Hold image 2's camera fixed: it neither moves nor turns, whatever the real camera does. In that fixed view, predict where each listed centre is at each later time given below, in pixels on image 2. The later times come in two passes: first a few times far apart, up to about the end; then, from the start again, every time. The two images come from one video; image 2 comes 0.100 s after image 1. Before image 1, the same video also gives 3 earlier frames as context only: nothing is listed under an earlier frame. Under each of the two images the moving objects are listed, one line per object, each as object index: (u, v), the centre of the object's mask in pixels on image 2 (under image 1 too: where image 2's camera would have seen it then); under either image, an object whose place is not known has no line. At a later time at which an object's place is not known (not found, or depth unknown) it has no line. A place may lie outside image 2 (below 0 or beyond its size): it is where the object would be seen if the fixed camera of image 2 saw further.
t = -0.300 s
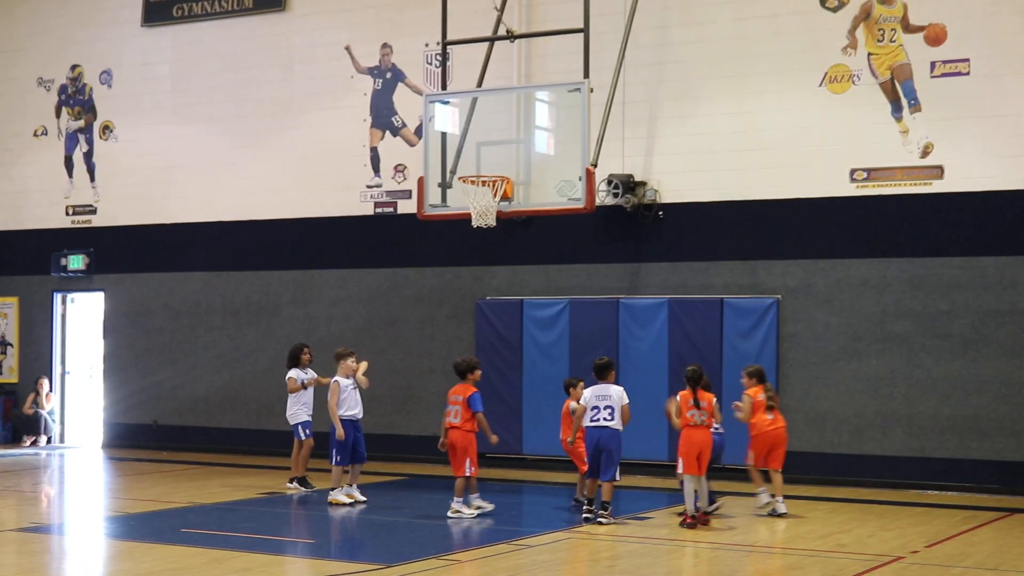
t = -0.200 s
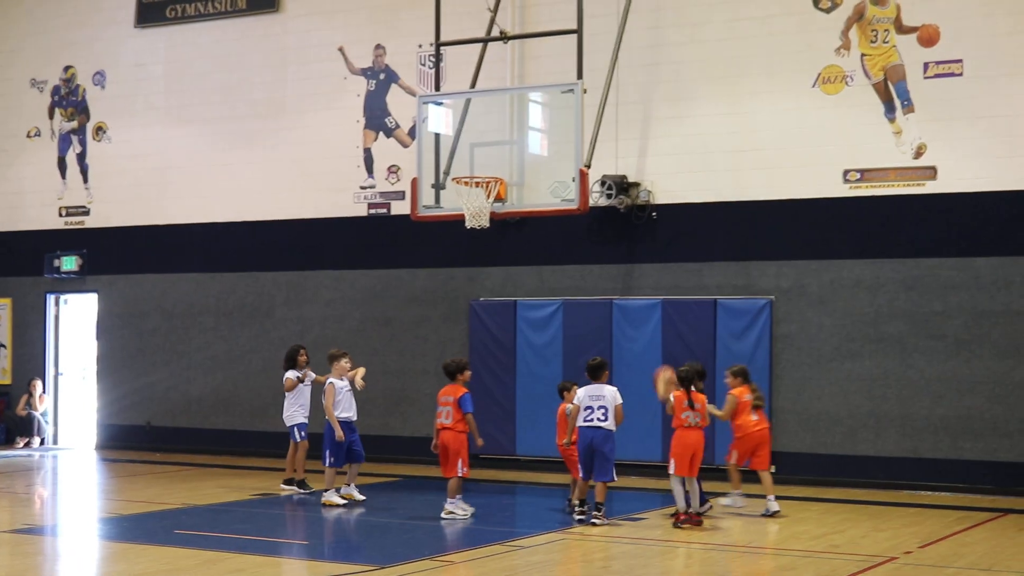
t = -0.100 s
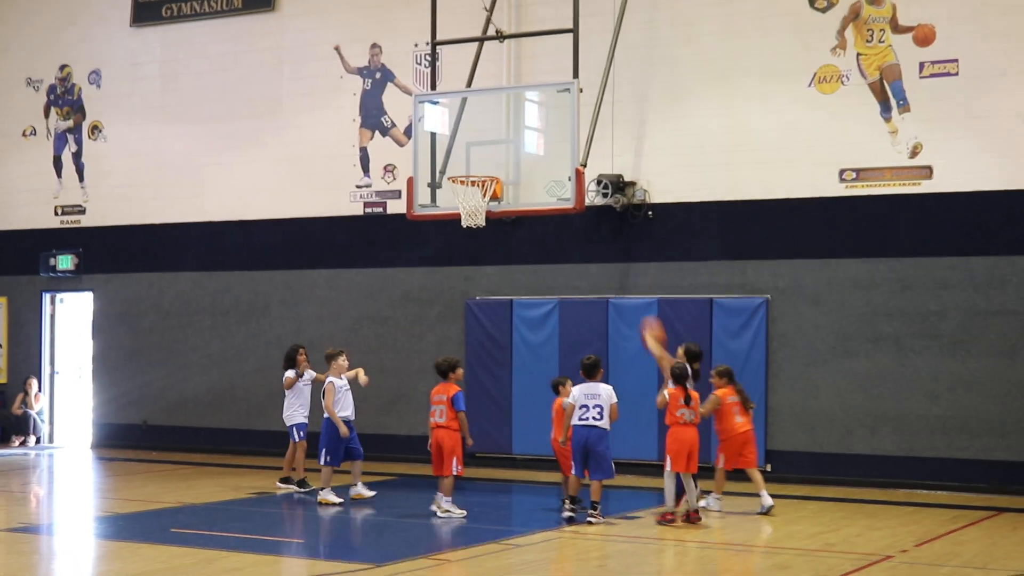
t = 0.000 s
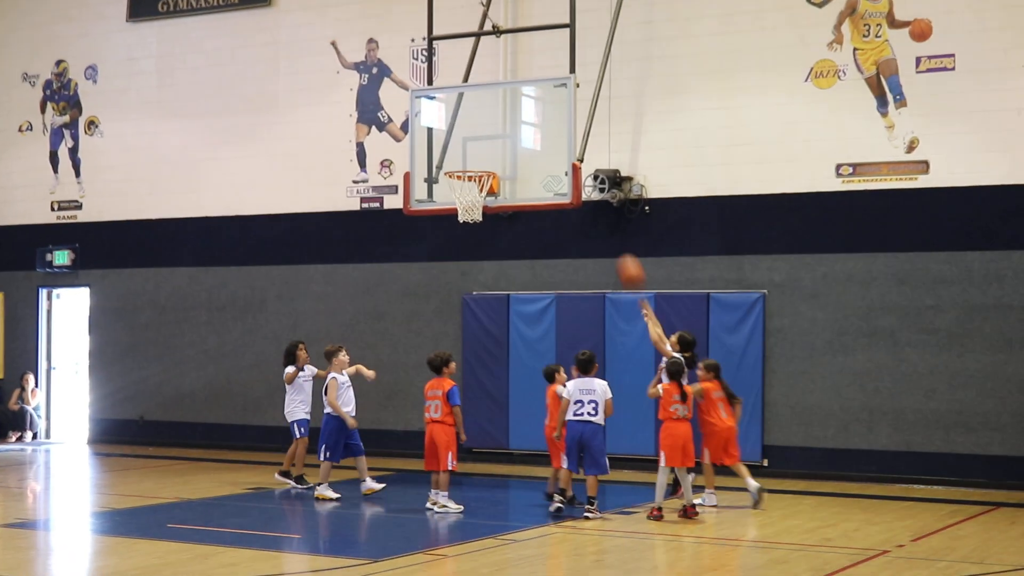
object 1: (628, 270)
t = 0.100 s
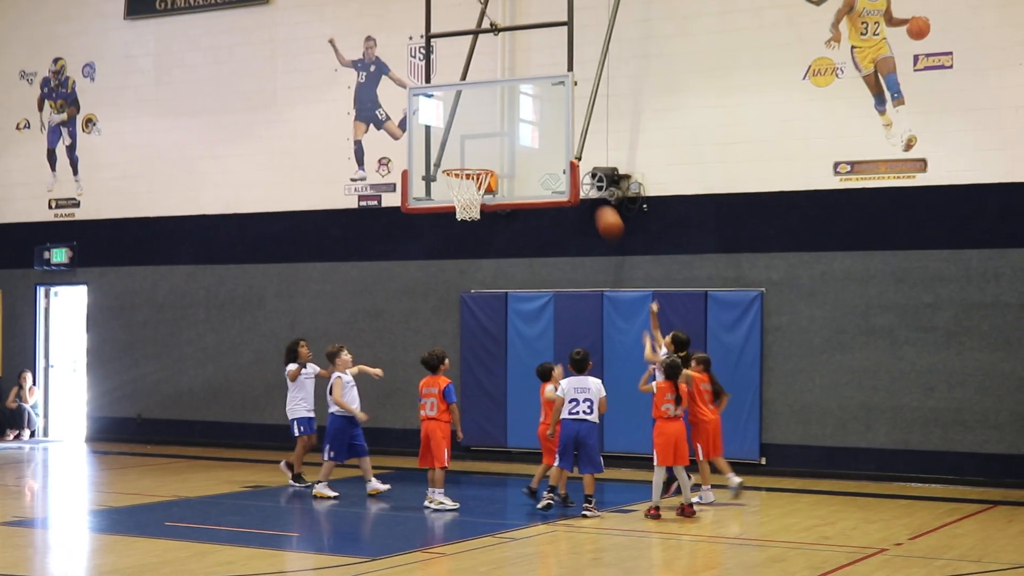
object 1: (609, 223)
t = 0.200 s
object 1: (591, 185)
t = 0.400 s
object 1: (552, 146)
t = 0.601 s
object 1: (516, 149)
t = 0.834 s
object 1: (519, 181)
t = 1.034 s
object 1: (558, 241)
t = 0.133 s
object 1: (603, 210)
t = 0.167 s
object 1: (597, 199)
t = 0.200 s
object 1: (591, 185)
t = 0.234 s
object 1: (585, 176)
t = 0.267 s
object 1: (576, 167)
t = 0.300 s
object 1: (570, 160)
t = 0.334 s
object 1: (565, 154)
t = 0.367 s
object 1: (558, 150)
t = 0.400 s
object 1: (552, 146)
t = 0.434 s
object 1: (546, 144)
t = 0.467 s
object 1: (540, 142)
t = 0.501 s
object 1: (534, 142)
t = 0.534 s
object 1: (529, 143)
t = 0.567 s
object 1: (522, 146)
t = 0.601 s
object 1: (516, 149)
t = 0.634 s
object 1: (511, 153)
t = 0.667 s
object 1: (505, 158)
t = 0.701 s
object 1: (500, 165)
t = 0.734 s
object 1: (502, 169)
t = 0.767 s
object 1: (508, 172)
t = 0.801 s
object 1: (514, 176)
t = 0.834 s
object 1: (519, 181)
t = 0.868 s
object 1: (526, 188)
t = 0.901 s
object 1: (532, 196)
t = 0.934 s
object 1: (540, 207)
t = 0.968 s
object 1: (545, 217)
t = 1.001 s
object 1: (552, 228)
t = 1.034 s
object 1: (558, 241)
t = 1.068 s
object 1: (564, 255)
